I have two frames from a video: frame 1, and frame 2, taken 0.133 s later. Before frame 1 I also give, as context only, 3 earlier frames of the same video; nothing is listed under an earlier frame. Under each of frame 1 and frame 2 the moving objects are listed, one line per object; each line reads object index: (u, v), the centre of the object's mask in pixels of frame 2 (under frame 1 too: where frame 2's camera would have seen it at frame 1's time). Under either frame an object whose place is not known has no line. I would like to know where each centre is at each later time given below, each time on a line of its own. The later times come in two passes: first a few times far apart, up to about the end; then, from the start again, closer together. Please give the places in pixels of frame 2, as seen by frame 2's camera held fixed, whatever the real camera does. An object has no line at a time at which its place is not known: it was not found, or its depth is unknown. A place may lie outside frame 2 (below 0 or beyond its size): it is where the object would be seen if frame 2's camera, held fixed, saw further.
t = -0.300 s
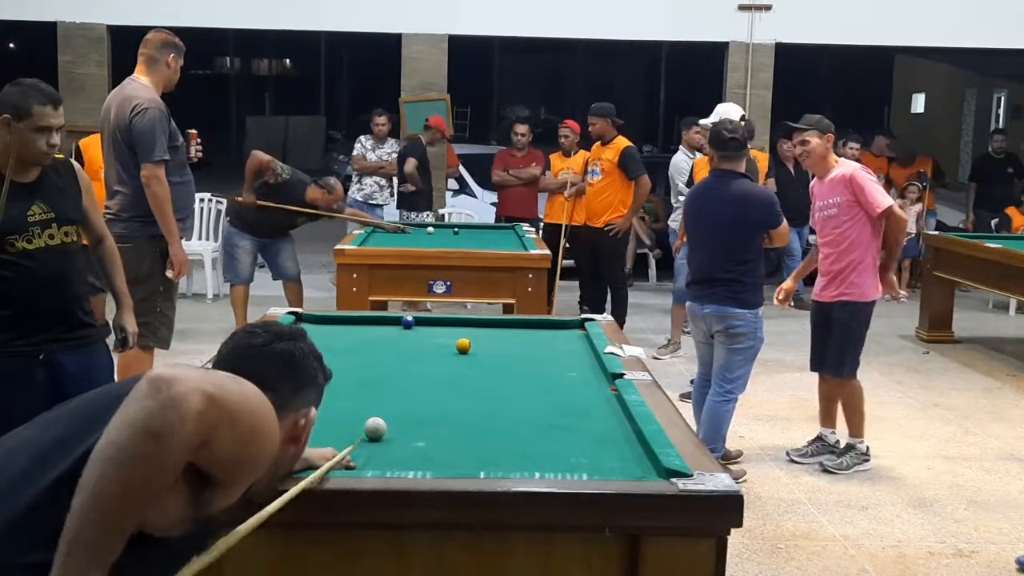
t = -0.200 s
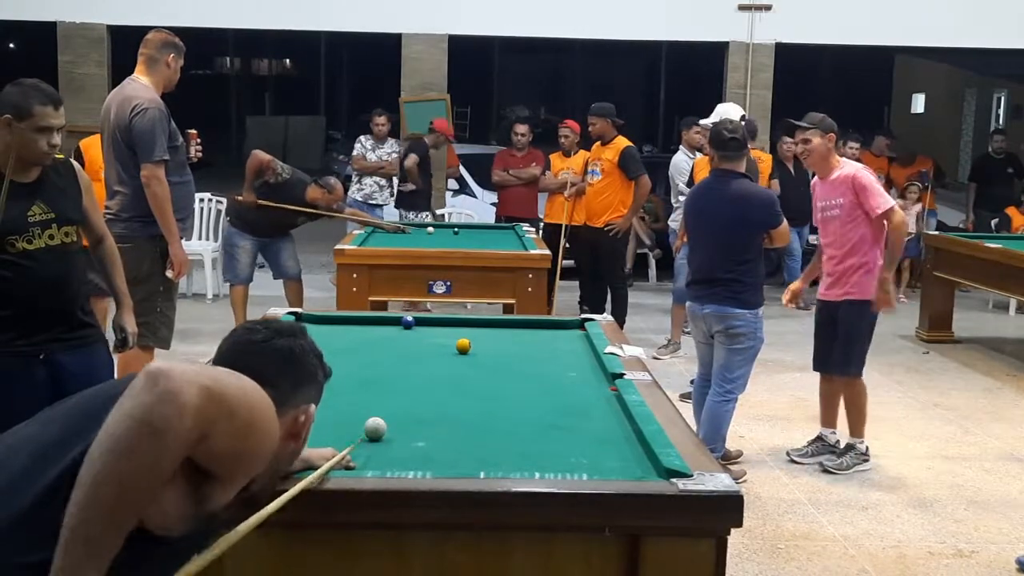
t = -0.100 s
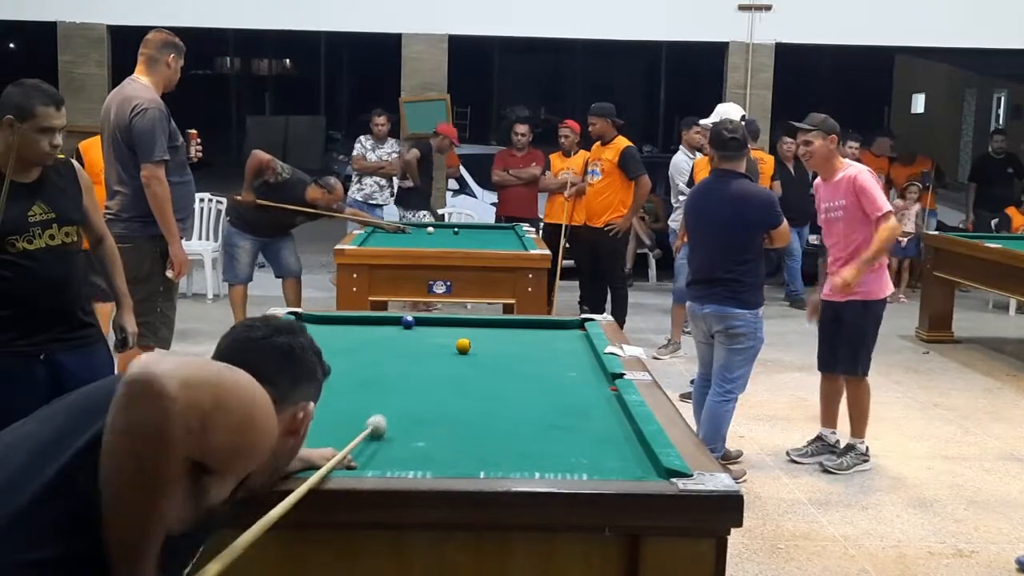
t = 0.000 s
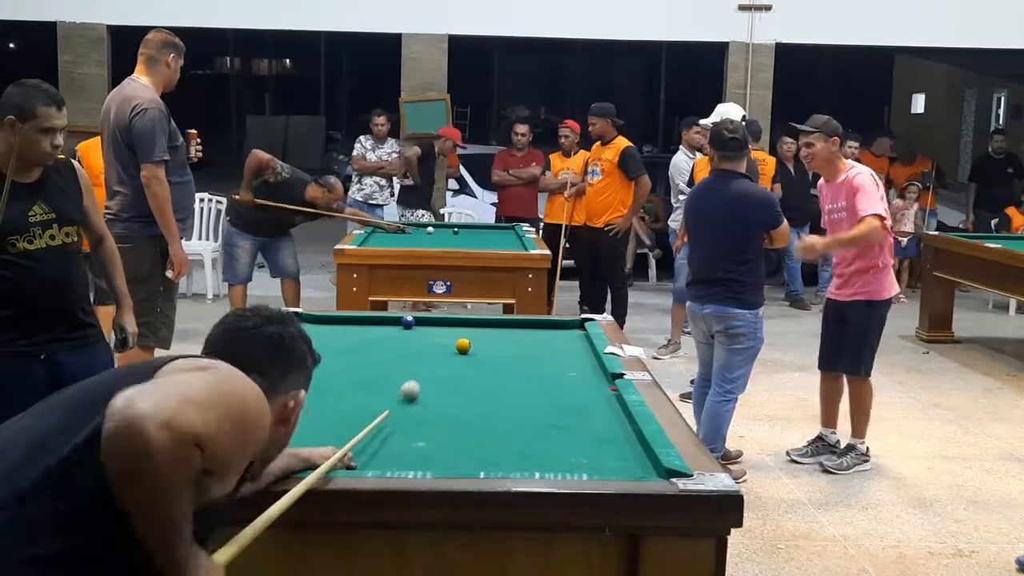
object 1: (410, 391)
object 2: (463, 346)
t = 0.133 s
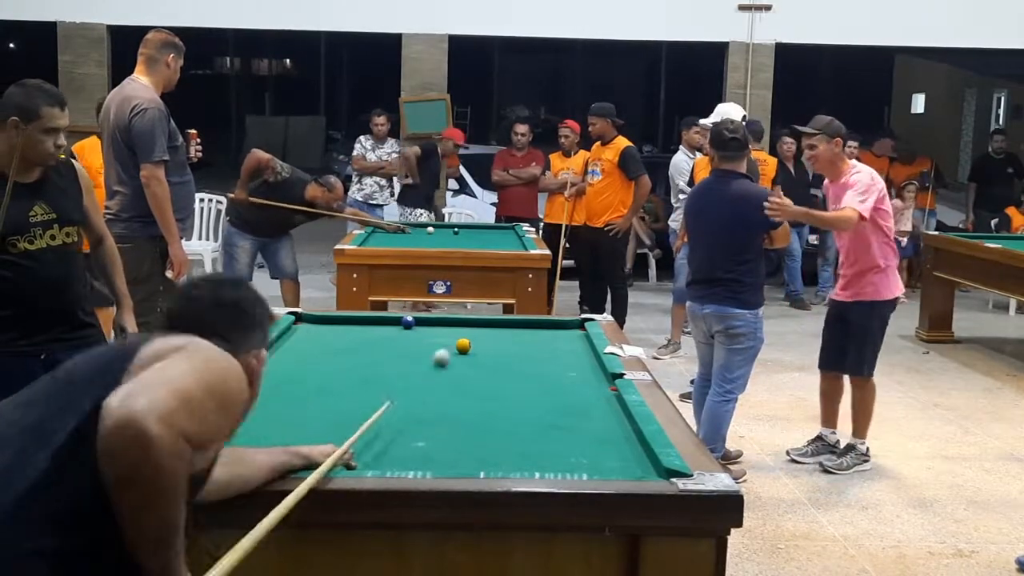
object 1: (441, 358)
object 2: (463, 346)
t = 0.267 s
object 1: (423, 339)
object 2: (505, 339)
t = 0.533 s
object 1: (364, 325)
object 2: (557, 324)
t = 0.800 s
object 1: (303, 344)
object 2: (498, 328)
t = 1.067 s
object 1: (272, 365)
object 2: (437, 335)
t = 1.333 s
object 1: (281, 388)
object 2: (373, 341)
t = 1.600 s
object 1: (292, 415)
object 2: (307, 348)
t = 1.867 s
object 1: (304, 446)
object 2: (287, 356)
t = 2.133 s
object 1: (331, 462)
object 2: (323, 365)
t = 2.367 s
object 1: (375, 445)
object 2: (355, 372)
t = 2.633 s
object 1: (417, 426)
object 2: (391, 380)
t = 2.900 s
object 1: (453, 410)
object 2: (428, 389)
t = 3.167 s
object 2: (461, 396)
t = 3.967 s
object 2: (561, 421)
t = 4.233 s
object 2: (590, 428)
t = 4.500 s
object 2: (618, 435)
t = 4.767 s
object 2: (630, 439)
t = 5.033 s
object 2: (623, 441)
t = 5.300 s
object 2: (614, 443)
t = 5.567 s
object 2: (610, 444)
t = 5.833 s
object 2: (609, 444)
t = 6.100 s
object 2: (610, 444)
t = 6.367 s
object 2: (610, 443)
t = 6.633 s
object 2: (609, 444)
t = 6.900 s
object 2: (609, 444)
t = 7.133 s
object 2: (609, 444)
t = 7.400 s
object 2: (609, 444)
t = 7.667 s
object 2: (610, 444)
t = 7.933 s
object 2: (609, 444)
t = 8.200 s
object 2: (610, 444)
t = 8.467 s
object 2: (610, 444)
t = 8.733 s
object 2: (610, 444)
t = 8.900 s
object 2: (609, 444)
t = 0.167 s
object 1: (447, 351)
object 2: (463, 346)
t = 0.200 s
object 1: (447, 345)
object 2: (470, 344)
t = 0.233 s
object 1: (435, 342)
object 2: (488, 341)
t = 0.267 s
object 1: (423, 339)
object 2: (505, 339)
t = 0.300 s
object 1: (413, 336)
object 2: (521, 336)
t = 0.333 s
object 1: (404, 332)
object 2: (536, 334)
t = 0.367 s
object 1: (396, 329)
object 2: (549, 332)
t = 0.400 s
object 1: (389, 325)
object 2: (561, 330)
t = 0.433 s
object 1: (384, 322)
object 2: (573, 328)
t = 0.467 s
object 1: (378, 320)
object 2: (574, 327)
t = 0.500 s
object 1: (371, 321)
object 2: (565, 326)
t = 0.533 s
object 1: (364, 325)
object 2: (557, 324)
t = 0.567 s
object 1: (357, 328)
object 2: (549, 324)
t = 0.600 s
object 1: (350, 330)
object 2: (542, 324)
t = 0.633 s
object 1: (342, 332)
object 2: (534, 325)
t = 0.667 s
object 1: (334, 334)
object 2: (527, 326)
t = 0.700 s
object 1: (327, 337)
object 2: (520, 326)
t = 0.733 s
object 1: (319, 339)
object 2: (512, 327)
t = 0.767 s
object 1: (311, 342)
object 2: (505, 328)
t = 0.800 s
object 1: (303, 344)
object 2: (498, 328)
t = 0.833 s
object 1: (295, 347)
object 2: (490, 329)
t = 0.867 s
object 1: (286, 349)
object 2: (483, 330)
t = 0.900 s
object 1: (278, 352)
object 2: (475, 331)
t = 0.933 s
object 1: (268, 355)
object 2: (468, 332)
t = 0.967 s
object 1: (268, 357)
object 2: (460, 333)
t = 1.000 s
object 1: (270, 359)
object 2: (453, 333)
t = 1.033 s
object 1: (271, 362)
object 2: (445, 334)
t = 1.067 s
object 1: (272, 365)
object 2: (437, 335)
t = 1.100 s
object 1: (272, 368)
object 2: (429, 336)
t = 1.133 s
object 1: (274, 371)
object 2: (421, 336)
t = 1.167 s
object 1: (275, 373)
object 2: (414, 337)
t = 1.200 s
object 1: (276, 376)
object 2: (405, 338)
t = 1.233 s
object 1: (277, 379)
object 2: (398, 339)
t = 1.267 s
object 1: (278, 382)
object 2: (389, 339)
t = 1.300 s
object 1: (280, 385)
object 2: (382, 340)
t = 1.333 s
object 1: (281, 388)
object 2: (373, 341)
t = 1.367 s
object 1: (282, 391)
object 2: (365, 342)
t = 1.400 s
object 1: (283, 394)
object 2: (357, 343)
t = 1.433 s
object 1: (285, 398)
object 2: (349, 344)
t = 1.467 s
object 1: (286, 401)
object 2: (340, 344)
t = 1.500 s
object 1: (287, 404)
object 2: (332, 345)
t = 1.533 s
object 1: (289, 408)
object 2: (324, 346)
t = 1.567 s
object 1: (290, 411)
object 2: (316, 347)
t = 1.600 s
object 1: (292, 415)
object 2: (307, 348)
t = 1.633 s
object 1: (293, 419)
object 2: (299, 349)
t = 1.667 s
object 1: (294, 422)
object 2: (290, 350)
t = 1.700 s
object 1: (296, 426)
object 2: (282, 350)
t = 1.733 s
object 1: (297, 430)
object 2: (273, 352)
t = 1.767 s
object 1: (299, 434)
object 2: (272, 352)
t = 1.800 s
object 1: (301, 438)
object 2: (278, 353)
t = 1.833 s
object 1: (302, 442)
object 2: (282, 355)
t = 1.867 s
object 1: (304, 446)
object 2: (287, 356)
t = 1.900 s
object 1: (306, 451)
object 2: (291, 357)
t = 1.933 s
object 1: (307, 455)
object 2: (296, 358)
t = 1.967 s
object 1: (310, 458)
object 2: (301, 359)
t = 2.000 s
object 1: (312, 460)
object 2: (305, 360)
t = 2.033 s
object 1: (312, 463)
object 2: (310, 361)
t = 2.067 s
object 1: (317, 466)
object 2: (314, 362)
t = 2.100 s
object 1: (324, 464)
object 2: (318, 364)
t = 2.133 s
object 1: (331, 462)
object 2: (323, 365)
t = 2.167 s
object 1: (338, 461)
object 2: (328, 366)
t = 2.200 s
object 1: (345, 459)
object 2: (332, 367)
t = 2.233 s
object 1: (351, 456)
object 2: (337, 368)
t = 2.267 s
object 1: (358, 453)
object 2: (341, 369)
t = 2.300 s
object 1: (364, 450)
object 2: (346, 370)
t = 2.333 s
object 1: (370, 448)
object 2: (351, 371)
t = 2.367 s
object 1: (375, 445)
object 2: (355, 372)
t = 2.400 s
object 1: (381, 442)
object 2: (359, 373)
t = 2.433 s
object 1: (386, 440)
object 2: (364, 374)
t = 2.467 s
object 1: (391, 437)
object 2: (368, 375)
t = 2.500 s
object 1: (396, 435)
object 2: (373, 376)
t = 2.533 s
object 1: (402, 433)
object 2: (377, 377)
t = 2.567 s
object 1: (407, 430)
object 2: (382, 378)
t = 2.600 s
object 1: (412, 428)
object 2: (387, 379)
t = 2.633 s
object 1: (417, 426)
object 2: (391, 380)
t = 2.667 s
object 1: (422, 424)
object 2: (396, 382)
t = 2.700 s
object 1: (426, 422)
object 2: (400, 383)
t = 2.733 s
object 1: (432, 420)
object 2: (405, 384)
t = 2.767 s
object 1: (436, 418)
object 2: (410, 385)
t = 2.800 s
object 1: (440, 416)
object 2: (414, 386)
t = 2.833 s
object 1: (445, 414)
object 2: (419, 387)
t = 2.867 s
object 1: (449, 412)
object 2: (423, 388)
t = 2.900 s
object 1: (453, 410)
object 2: (428, 389)
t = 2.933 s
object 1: (457, 408)
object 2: (432, 390)
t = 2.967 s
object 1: (461, 406)
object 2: (437, 391)
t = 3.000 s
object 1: (464, 405)
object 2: (440, 392)
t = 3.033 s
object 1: (469, 403)
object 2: (445, 394)
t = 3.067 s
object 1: (473, 401)
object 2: (450, 394)
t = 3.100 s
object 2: (455, 395)
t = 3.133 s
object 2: (460, 396)
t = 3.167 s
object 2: (461, 396)
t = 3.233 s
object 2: (473, 399)
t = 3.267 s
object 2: (477, 401)
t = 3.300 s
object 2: (477, 402)
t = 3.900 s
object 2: (554, 419)
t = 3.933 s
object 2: (557, 420)
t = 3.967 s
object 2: (561, 421)
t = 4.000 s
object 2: (564, 422)
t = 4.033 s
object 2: (568, 423)
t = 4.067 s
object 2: (572, 424)
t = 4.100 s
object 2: (575, 425)
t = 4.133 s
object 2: (579, 426)
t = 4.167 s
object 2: (582, 426)
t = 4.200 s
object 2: (587, 427)
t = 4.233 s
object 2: (590, 428)
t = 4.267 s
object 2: (594, 429)
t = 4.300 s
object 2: (597, 430)
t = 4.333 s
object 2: (601, 431)
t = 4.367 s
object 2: (604, 432)
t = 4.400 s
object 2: (608, 432)
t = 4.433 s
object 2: (611, 433)
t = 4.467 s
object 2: (614, 434)
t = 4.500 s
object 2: (618, 435)
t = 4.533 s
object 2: (621, 436)
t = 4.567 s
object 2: (623, 436)
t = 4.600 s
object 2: (627, 437)
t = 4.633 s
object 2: (630, 437)
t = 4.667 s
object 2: (632, 438)
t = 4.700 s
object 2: (632, 438)
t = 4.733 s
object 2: (630, 439)
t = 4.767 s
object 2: (630, 439)
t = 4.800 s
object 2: (628, 440)
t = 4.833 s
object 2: (627, 440)
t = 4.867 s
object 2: (625, 441)
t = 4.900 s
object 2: (624, 441)
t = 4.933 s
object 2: (624, 441)
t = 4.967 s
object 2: (623, 441)
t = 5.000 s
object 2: (624, 441)
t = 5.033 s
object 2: (623, 441)
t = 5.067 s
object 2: (621, 442)
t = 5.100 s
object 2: (620, 442)
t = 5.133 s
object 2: (618, 443)
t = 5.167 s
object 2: (617, 442)
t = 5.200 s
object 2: (616, 443)
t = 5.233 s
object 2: (615, 443)
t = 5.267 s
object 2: (614, 443)
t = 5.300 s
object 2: (614, 443)
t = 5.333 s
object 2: (614, 443)
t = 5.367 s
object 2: (613, 443)
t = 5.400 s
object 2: (612, 443)
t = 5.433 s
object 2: (612, 443)
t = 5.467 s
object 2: (611, 444)
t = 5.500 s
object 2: (611, 444)
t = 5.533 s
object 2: (610, 444)
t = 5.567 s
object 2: (610, 444)
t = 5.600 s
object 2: (610, 444)
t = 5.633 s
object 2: (610, 444)
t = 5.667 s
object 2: (610, 444)
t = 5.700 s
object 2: (610, 444)
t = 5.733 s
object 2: (609, 444)
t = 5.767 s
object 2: (609, 444)
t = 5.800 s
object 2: (610, 444)
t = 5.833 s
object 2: (609, 444)
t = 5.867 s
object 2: (610, 444)
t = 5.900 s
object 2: (610, 444)
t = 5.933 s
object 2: (610, 444)
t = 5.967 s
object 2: (610, 444)
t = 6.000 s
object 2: (609, 444)
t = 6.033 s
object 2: (610, 444)
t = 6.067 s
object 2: (610, 444)
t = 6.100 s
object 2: (610, 444)
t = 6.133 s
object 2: (610, 444)
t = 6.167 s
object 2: (609, 444)
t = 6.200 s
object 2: (610, 444)
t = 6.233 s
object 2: (609, 444)
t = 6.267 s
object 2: (609, 443)
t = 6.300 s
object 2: (610, 444)
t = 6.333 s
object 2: (609, 444)
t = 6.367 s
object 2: (610, 443)
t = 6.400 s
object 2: (609, 444)
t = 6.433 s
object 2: (609, 444)
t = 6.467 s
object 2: (609, 444)
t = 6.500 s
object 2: (610, 444)
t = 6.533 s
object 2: (609, 444)
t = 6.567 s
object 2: (609, 444)
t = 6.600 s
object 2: (609, 444)
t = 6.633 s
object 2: (609, 444)
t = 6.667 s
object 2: (609, 444)
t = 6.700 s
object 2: (609, 444)
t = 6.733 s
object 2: (609, 444)
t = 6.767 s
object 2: (609, 444)
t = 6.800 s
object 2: (609, 444)
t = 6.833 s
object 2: (609, 444)
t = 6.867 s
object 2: (609, 444)
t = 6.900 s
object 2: (609, 444)
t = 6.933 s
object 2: (609, 444)
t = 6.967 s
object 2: (609, 444)
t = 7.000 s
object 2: (609, 444)
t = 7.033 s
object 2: (609, 444)
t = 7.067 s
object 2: (609, 444)
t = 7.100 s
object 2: (609, 444)
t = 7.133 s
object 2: (609, 444)
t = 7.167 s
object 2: (609, 444)
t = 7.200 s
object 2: (609, 444)
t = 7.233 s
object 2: (609, 444)
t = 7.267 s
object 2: (609, 444)
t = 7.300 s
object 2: (609, 444)
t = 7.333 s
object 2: (609, 444)
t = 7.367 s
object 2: (609, 444)
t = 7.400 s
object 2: (609, 444)
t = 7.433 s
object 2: (609, 444)
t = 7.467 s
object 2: (609, 444)
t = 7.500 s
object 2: (609, 444)
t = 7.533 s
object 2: (610, 444)
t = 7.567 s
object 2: (609, 444)
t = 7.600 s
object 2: (610, 443)
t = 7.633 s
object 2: (610, 444)
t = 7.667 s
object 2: (610, 444)
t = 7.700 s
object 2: (609, 444)
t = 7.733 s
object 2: (609, 444)
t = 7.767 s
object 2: (610, 444)
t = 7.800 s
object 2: (610, 444)
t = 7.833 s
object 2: (610, 444)
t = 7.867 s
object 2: (610, 444)
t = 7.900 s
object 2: (609, 444)
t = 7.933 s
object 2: (609, 444)
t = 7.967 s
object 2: (609, 444)
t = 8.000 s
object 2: (610, 444)
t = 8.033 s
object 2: (609, 444)
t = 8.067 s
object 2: (610, 444)
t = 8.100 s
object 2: (609, 444)
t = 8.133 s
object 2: (609, 444)
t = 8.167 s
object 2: (610, 444)
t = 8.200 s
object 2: (610, 444)
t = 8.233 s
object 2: (610, 444)
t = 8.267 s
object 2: (609, 444)
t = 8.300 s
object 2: (610, 444)
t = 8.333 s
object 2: (610, 444)
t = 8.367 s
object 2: (609, 444)
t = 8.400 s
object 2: (610, 444)
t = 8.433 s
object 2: (609, 444)
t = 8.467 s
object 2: (610, 444)
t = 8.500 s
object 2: (609, 444)
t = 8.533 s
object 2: (609, 444)
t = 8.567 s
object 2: (609, 444)
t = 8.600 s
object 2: (609, 444)
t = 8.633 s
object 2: (610, 444)
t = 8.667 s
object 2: (609, 444)
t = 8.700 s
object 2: (609, 444)
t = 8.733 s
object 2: (610, 444)
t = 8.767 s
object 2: (610, 444)
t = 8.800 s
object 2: (609, 444)
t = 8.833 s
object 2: (610, 444)
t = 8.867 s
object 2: (609, 444)
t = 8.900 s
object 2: (609, 444)
